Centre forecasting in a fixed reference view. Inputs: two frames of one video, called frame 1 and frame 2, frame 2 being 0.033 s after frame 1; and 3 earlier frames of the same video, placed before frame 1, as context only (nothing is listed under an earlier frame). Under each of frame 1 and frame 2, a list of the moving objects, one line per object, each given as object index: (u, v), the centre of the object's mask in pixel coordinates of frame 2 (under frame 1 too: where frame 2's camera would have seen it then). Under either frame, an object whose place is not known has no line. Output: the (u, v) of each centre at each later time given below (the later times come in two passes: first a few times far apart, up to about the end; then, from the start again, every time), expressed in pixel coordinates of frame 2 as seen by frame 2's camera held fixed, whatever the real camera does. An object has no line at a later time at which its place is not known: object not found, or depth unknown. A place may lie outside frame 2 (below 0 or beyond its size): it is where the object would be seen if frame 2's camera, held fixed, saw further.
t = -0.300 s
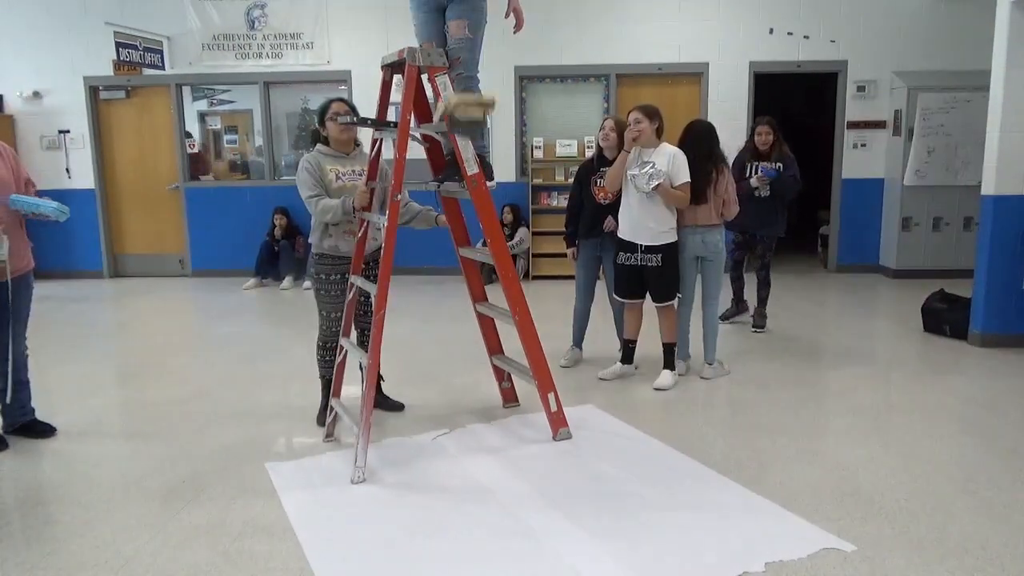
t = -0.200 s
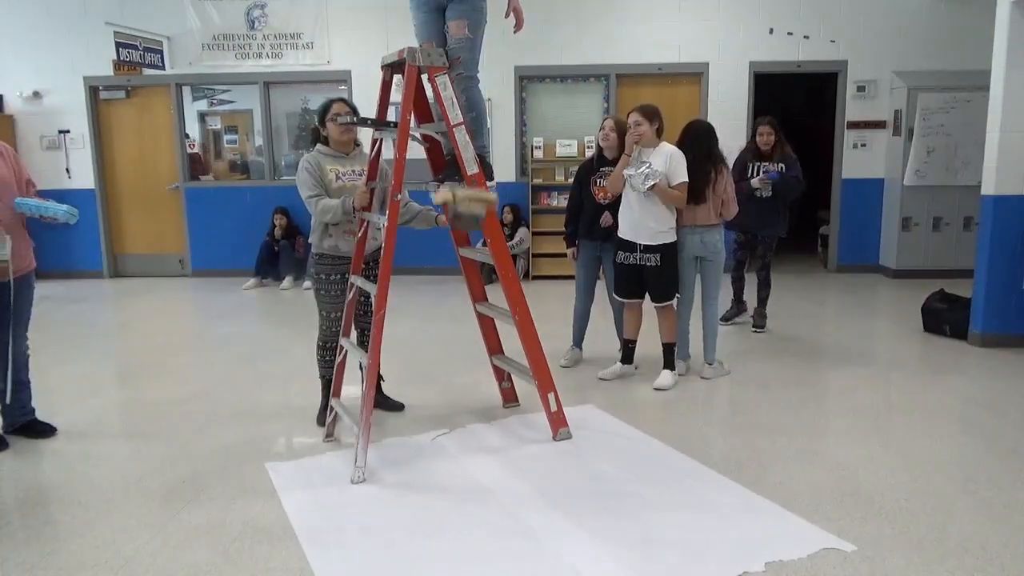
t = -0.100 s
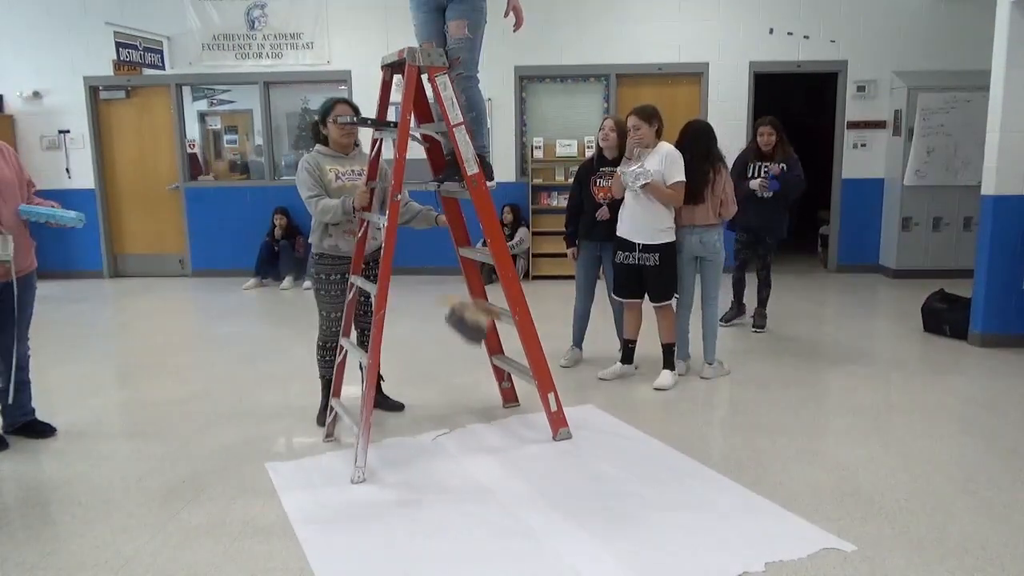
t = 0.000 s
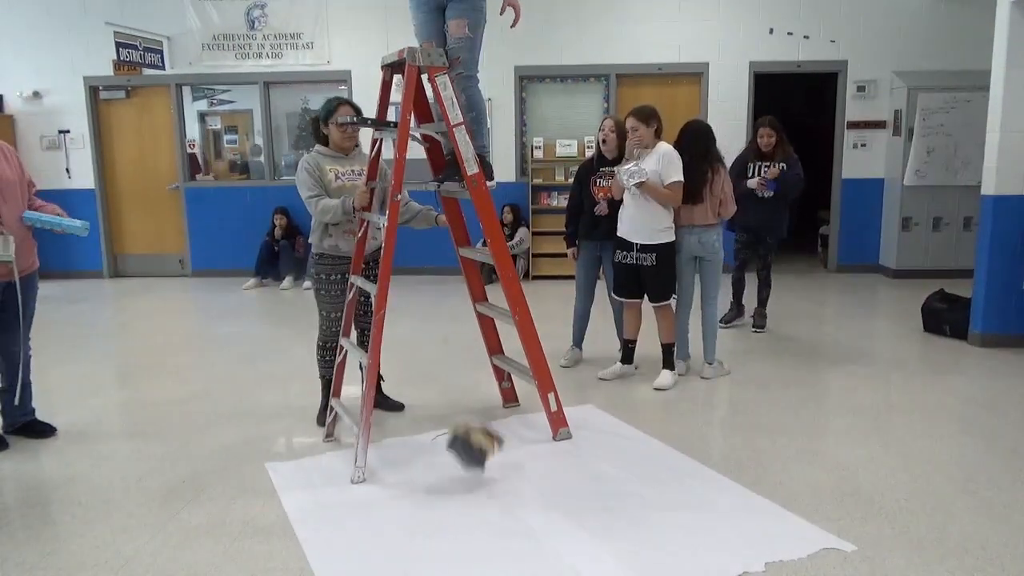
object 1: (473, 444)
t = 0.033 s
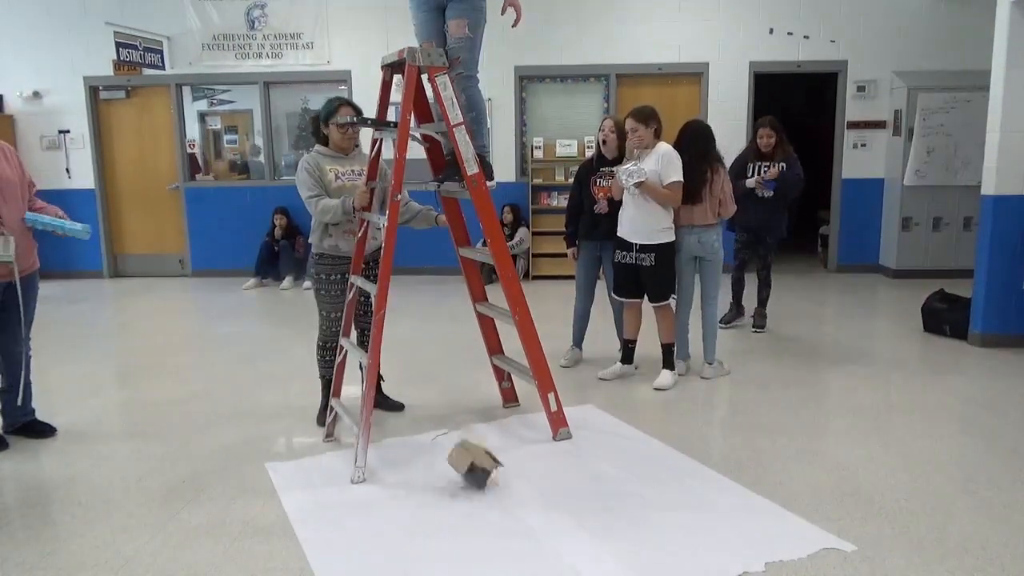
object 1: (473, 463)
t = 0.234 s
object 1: (498, 471)
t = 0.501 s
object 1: (525, 527)
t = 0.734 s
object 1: (536, 539)
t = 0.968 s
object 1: (537, 539)
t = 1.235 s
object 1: (537, 539)
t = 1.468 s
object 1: (537, 539)
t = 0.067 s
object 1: (477, 461)
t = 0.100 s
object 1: (481, 464)
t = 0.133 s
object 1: (485, 465)
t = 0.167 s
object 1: (487, 467)
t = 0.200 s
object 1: (492, 469)
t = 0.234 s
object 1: (498, 471)
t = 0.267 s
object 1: (504, 480)
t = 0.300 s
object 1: (508, 494)
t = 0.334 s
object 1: (509, 501)
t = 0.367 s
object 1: (512, 508)
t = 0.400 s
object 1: (516, 514)
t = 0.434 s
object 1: (519, 519)
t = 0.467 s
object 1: (521, 522)
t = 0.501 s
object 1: (525, 527)
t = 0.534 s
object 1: (528, 532)
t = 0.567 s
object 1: (530, 535)
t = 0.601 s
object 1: (532, 536)
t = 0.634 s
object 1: (534, 537)
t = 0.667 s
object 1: (535, 538)
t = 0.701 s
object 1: (536, 539)
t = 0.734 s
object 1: (536, 539)
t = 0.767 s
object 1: (537, 540)
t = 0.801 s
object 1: (537, 539)
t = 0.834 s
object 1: (537, 539)
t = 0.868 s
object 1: (537, 539)
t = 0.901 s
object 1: (537, 539)
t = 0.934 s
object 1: (537, 539)
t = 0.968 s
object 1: (537, 539)
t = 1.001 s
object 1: (537, 539)
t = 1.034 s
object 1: (537, 539)
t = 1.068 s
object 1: (537, 539)
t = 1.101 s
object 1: (537, 539)
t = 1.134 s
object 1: (537, 539)
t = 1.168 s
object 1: (537, 539)
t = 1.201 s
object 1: (537, 539)
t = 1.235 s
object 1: (537, 539)
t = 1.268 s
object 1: (537, 539)
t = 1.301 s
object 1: (537, 540)
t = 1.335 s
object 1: (537, 539)
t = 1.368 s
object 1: (537, 540)
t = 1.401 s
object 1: (537, 540)
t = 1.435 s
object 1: (537, 539)
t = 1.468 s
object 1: (537, 539)
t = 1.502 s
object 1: (537, 539)
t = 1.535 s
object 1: (537, 539)
